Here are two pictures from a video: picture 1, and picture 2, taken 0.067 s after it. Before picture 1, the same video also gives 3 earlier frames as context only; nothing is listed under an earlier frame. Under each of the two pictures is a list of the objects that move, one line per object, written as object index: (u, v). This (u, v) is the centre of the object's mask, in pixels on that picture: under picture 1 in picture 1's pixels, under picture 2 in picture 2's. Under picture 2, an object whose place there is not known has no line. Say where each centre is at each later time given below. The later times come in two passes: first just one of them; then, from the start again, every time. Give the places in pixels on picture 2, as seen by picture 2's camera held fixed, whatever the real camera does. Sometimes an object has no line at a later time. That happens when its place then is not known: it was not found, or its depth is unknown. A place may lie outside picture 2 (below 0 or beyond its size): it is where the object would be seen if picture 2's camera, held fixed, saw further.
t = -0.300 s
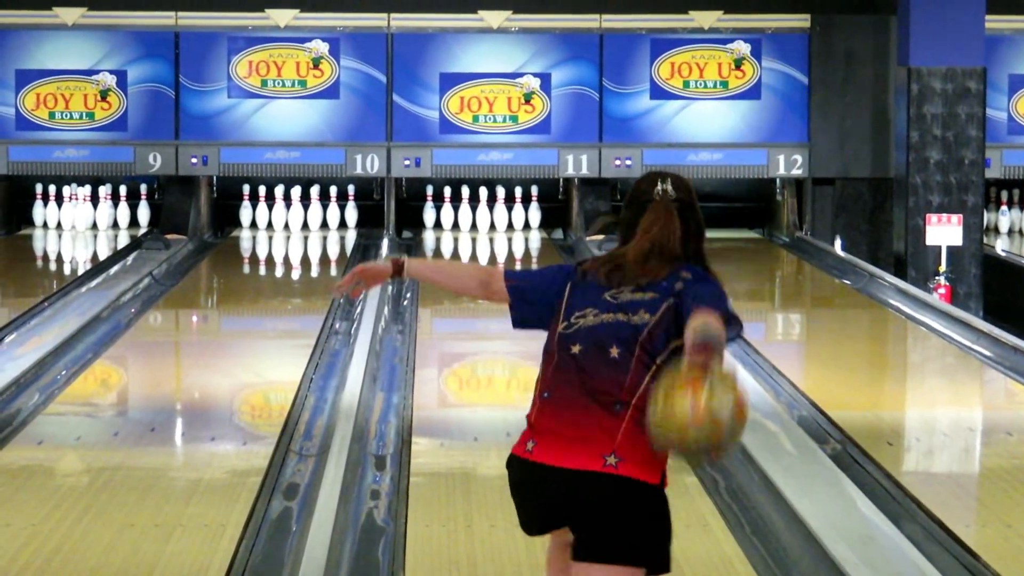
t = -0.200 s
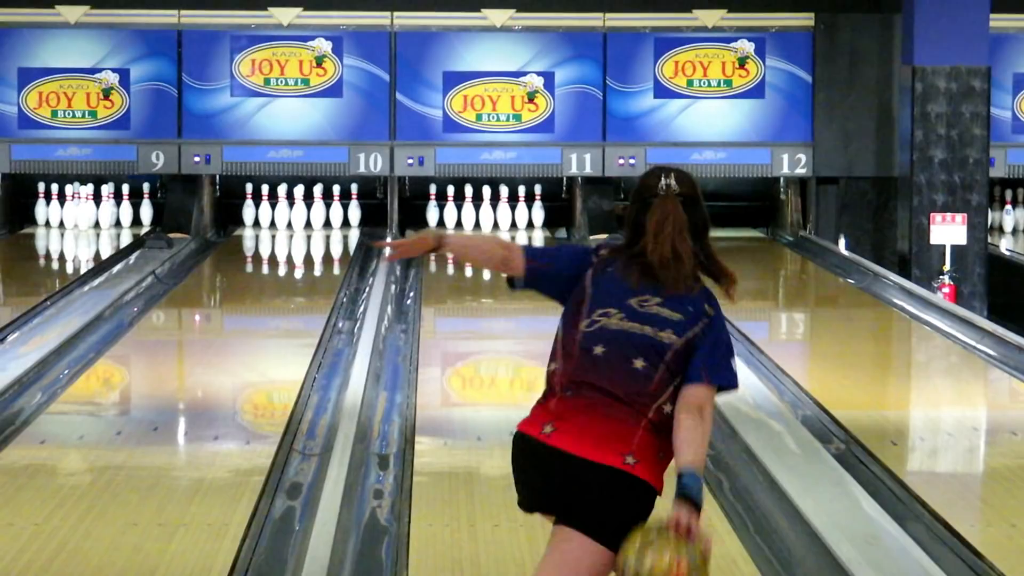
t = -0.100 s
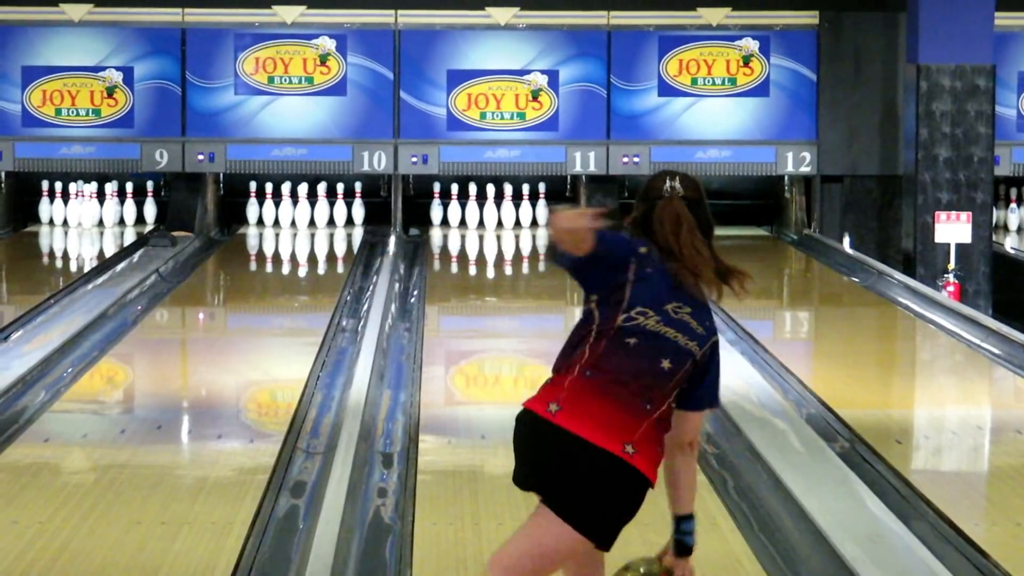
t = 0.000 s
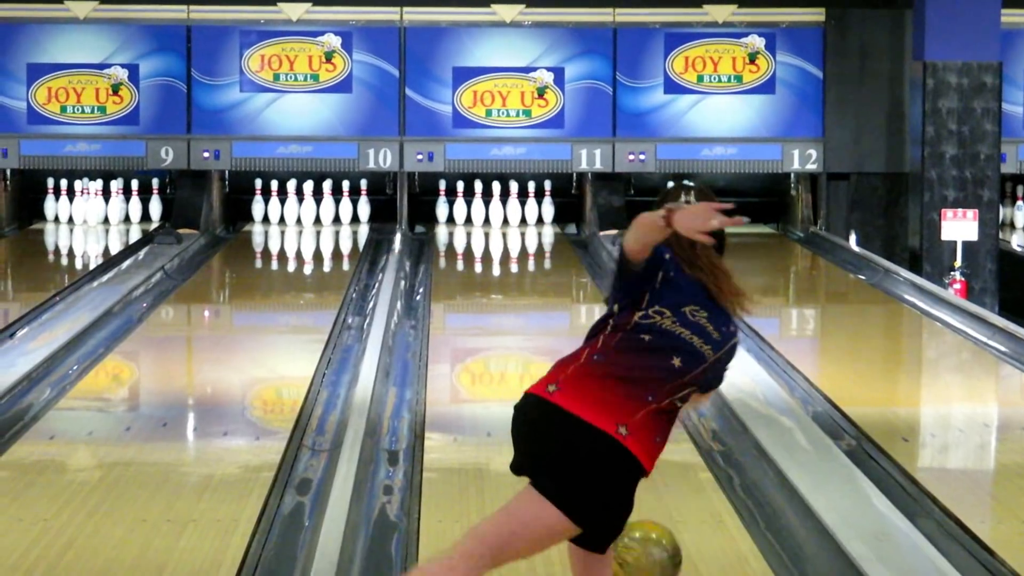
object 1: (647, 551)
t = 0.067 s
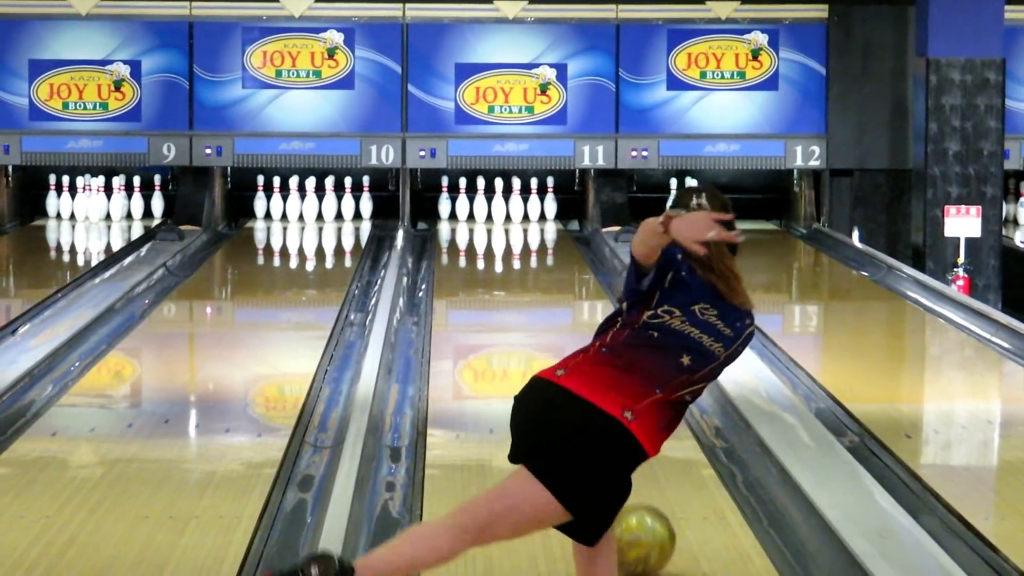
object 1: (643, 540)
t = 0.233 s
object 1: (636, 493)
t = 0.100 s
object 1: (642, 529)
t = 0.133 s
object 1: (639, 517)
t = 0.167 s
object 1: (637, 508)
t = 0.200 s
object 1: (636, 499)
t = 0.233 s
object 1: (636, 493)
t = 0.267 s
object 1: (636, 487)
